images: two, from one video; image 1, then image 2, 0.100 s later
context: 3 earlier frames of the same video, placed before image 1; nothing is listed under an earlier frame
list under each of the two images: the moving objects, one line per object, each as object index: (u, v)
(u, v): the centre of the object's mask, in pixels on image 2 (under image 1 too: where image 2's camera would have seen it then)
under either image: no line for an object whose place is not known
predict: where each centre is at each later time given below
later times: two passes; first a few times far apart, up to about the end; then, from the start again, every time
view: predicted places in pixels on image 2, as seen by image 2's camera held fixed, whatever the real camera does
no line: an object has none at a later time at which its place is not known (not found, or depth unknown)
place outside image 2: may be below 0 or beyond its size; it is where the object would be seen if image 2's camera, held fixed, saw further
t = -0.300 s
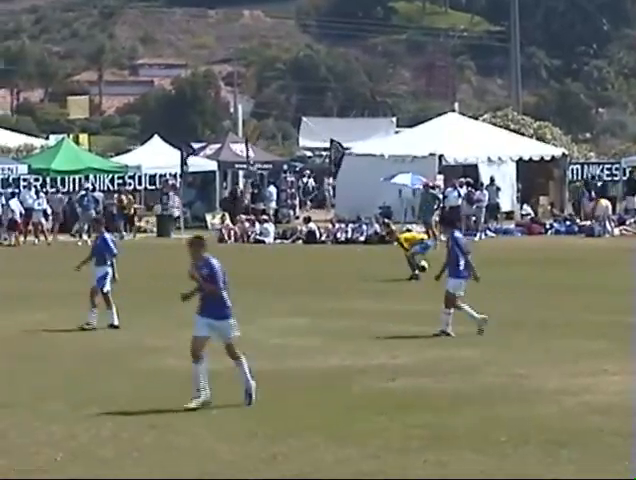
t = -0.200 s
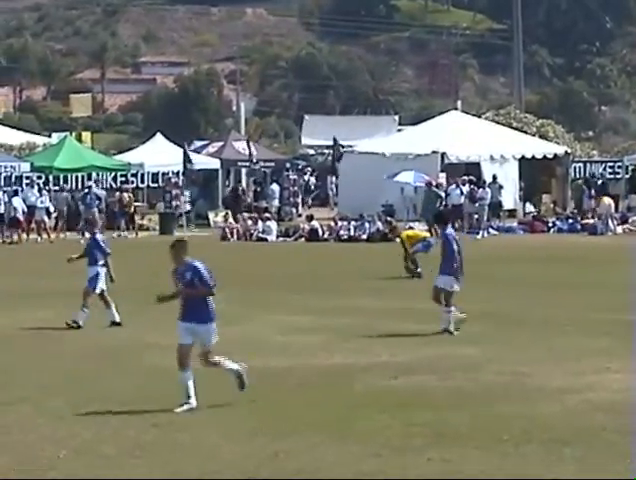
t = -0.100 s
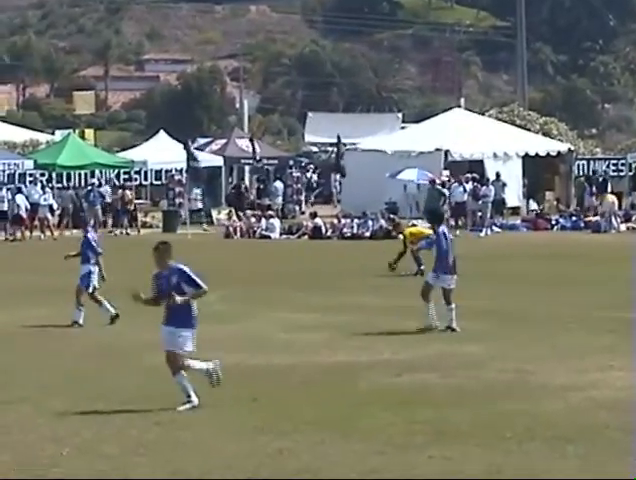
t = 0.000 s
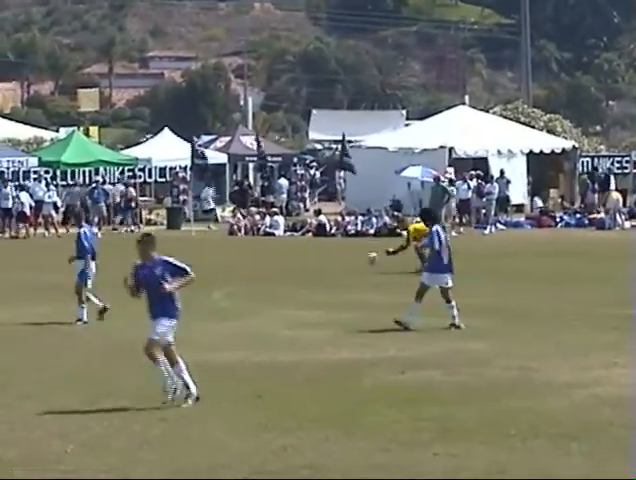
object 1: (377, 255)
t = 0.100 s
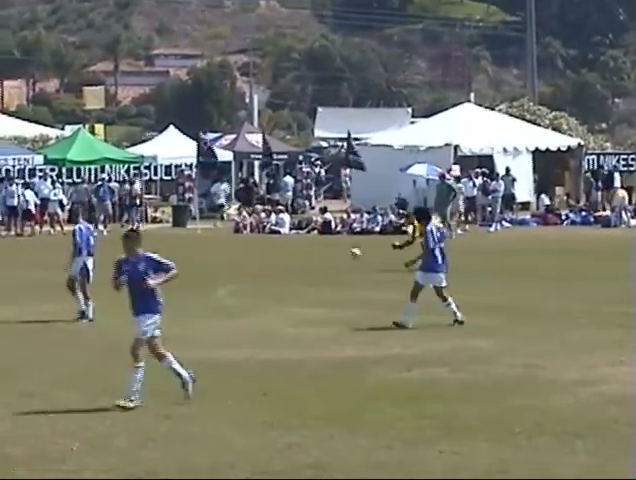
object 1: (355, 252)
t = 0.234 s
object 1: (324, 256)
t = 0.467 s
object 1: (287, 261)
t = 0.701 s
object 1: (273, 266)
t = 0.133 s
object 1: (347, 252)
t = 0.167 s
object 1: (339, 253)
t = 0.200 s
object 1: (331, 253)
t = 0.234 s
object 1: (324, 256)
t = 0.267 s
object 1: (317, 256)
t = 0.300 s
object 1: (310, 260)
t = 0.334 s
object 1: (302, 263)
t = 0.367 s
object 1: (296, 266)
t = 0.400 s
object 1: (293, 264)
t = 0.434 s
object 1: (290, 262)
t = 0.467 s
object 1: (287, 261)
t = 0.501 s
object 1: (285, 261)
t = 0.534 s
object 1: (282, 260)
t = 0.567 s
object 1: (280, 261)
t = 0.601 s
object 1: (277, 262)
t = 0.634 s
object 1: (275, 264)
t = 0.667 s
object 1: (272, 266)
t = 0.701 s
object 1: (273, 266)
